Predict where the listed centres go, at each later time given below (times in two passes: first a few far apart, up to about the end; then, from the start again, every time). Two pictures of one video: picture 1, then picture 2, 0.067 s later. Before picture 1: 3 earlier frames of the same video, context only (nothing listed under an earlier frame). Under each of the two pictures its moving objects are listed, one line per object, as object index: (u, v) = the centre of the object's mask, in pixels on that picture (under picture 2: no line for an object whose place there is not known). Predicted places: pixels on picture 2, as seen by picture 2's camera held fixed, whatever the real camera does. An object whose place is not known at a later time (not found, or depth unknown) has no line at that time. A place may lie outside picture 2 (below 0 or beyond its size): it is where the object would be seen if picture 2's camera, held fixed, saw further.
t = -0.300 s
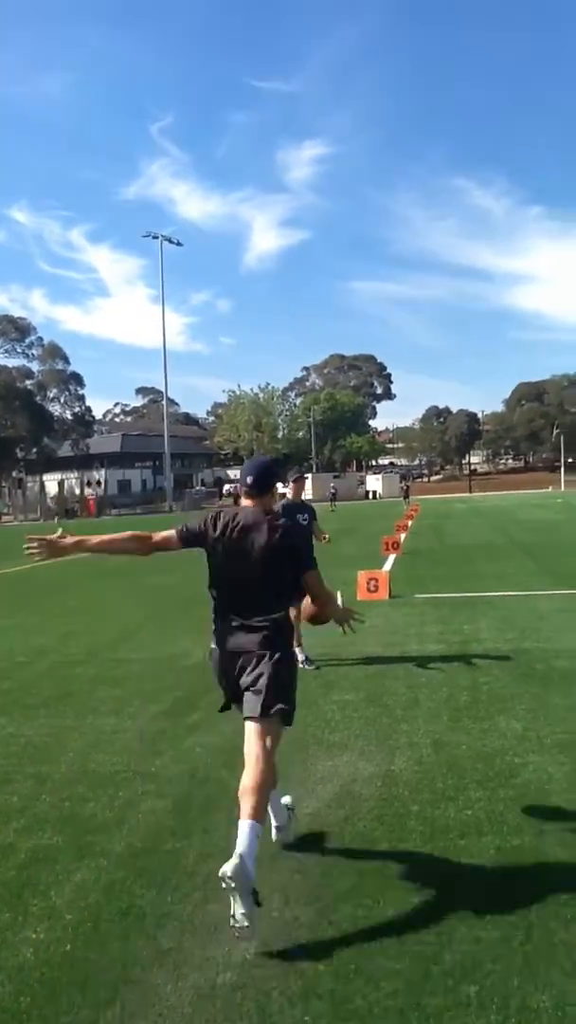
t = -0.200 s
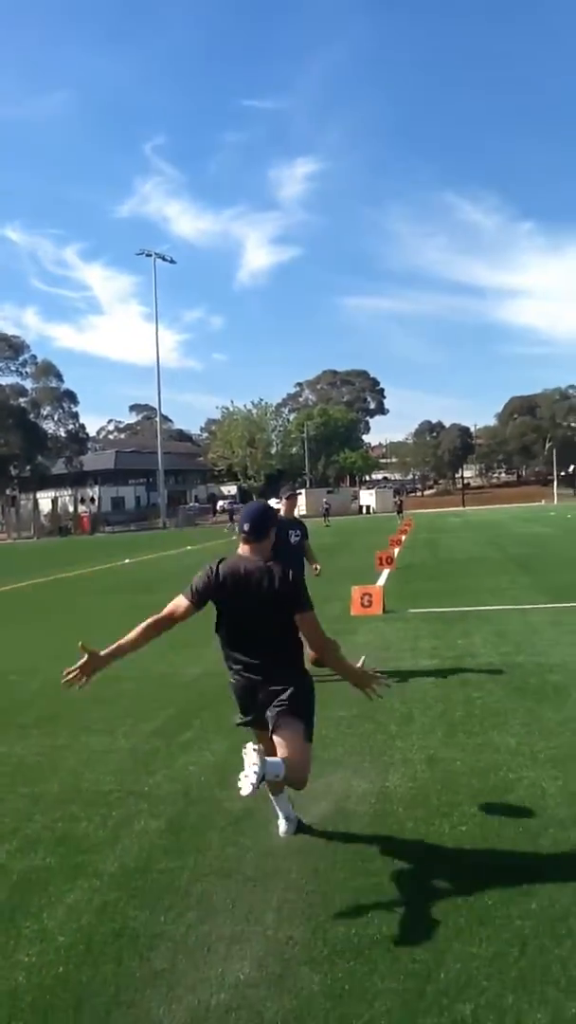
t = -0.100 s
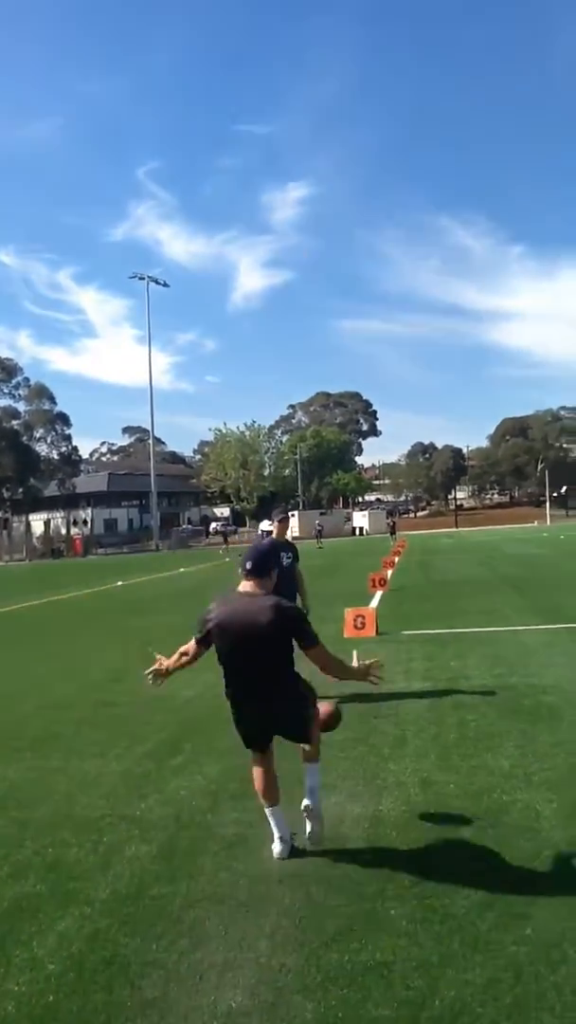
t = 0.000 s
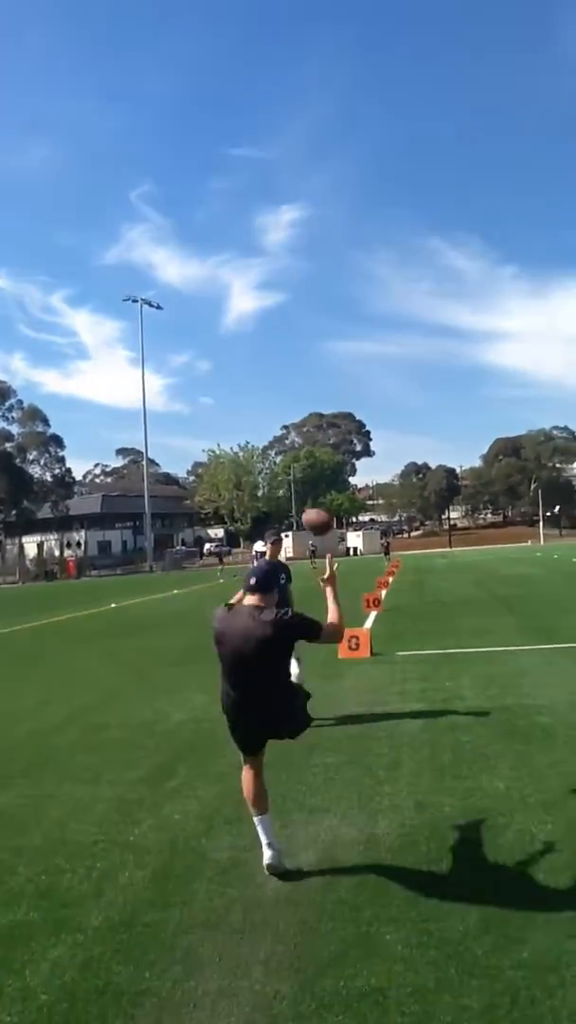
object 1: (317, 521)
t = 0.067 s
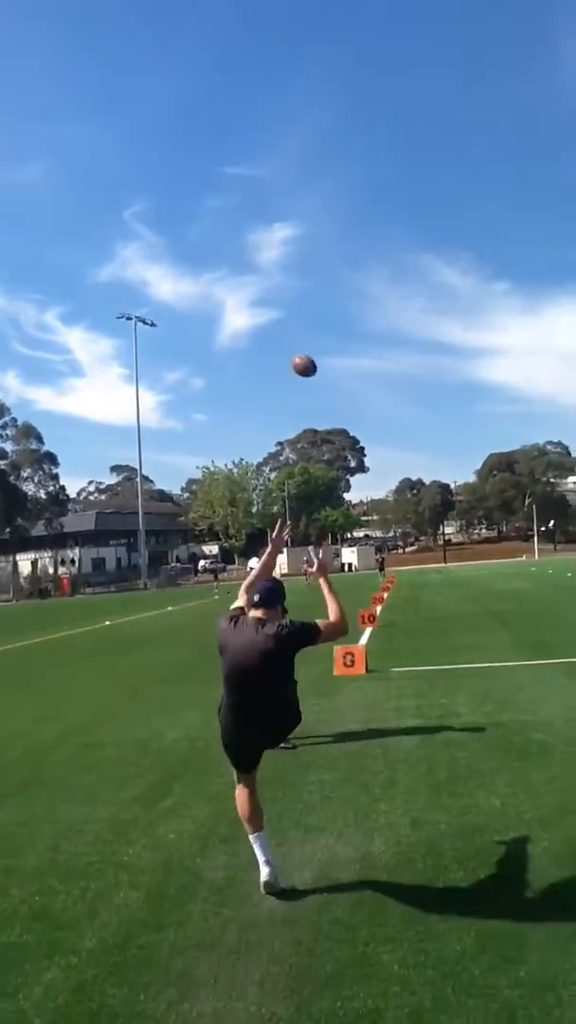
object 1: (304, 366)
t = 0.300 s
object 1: (276, 81)
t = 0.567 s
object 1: (244, -39)
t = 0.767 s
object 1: (229, -78)
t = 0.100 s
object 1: (300, 301)
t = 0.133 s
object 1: (296, 247)
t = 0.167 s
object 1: (293, 202)
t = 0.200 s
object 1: (291, 165)
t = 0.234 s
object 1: (286, 133)
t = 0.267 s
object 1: (282, 105)
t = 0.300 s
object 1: (276, 81)
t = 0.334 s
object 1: (271, 58)
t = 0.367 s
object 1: (267, 39)
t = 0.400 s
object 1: (263, 21)
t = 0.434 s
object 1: (259, 6)
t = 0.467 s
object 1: (255, -8)
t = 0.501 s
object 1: (252, -20)
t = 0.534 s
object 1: (248, -29)
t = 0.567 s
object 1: (244, -39)
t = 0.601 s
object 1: (240, -48)
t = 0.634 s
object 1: (237, -54)
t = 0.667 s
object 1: (234, -61)
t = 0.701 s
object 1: (232, -68)
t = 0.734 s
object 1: (231, -73)
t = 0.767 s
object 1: (229, -78)
